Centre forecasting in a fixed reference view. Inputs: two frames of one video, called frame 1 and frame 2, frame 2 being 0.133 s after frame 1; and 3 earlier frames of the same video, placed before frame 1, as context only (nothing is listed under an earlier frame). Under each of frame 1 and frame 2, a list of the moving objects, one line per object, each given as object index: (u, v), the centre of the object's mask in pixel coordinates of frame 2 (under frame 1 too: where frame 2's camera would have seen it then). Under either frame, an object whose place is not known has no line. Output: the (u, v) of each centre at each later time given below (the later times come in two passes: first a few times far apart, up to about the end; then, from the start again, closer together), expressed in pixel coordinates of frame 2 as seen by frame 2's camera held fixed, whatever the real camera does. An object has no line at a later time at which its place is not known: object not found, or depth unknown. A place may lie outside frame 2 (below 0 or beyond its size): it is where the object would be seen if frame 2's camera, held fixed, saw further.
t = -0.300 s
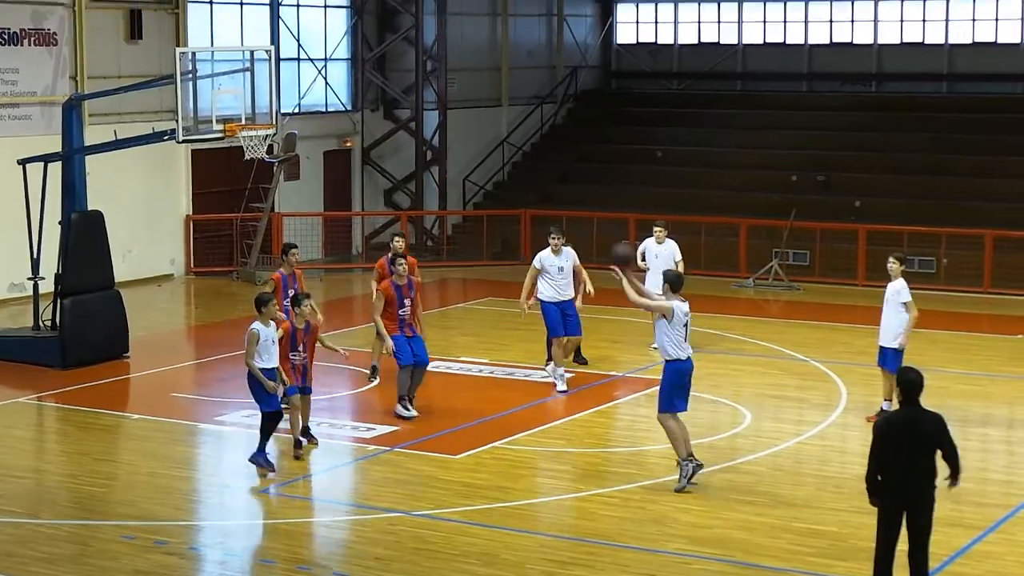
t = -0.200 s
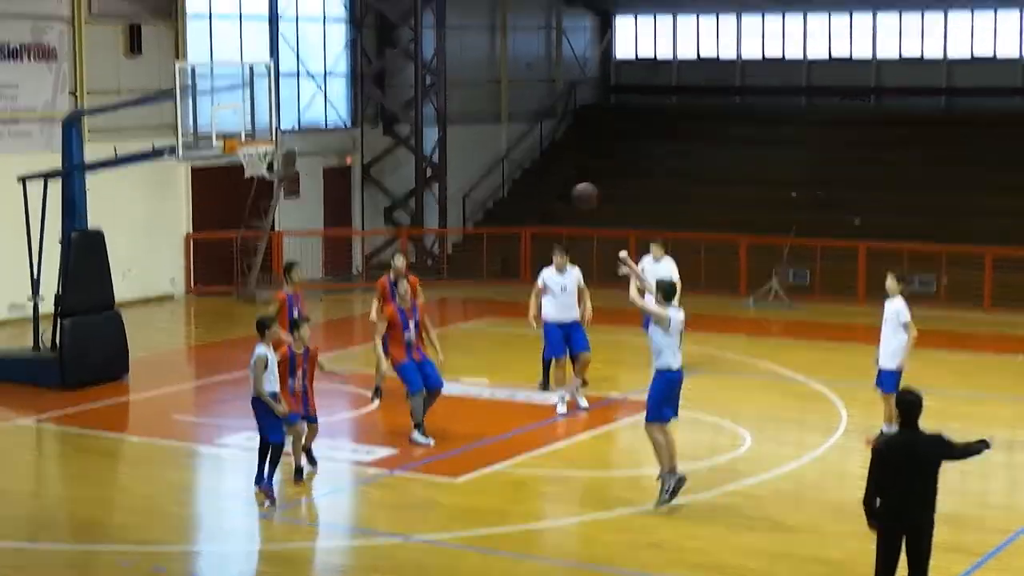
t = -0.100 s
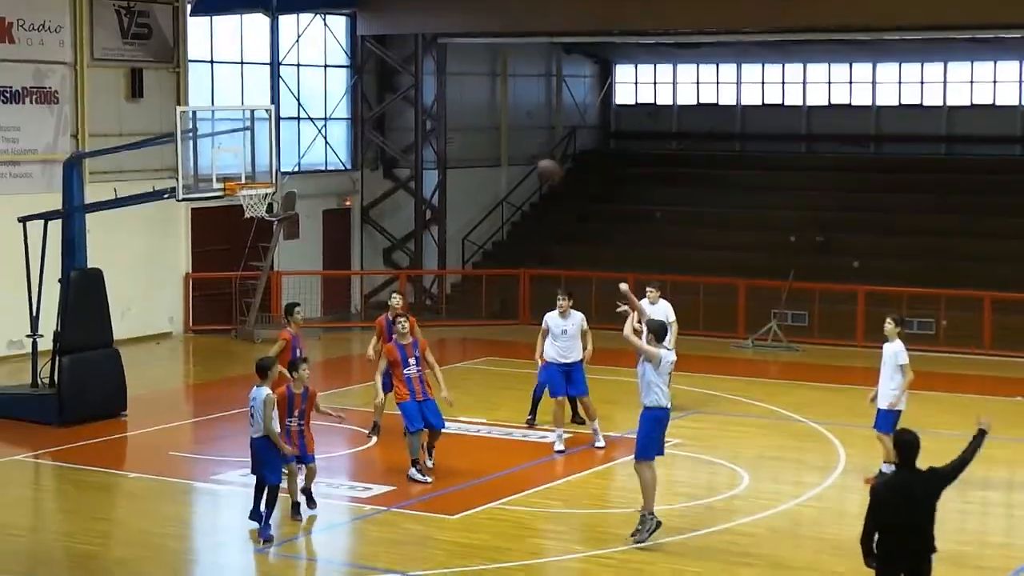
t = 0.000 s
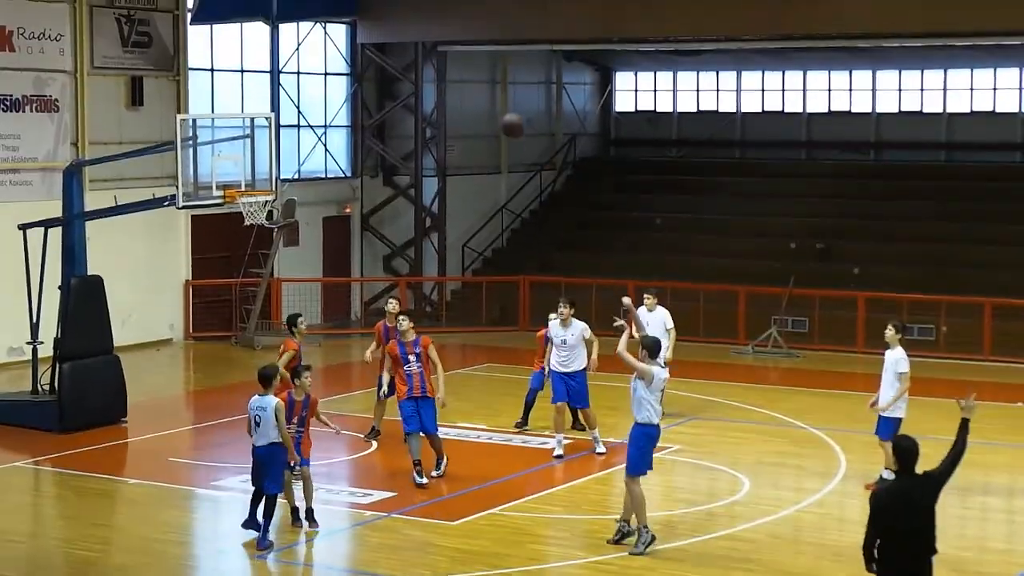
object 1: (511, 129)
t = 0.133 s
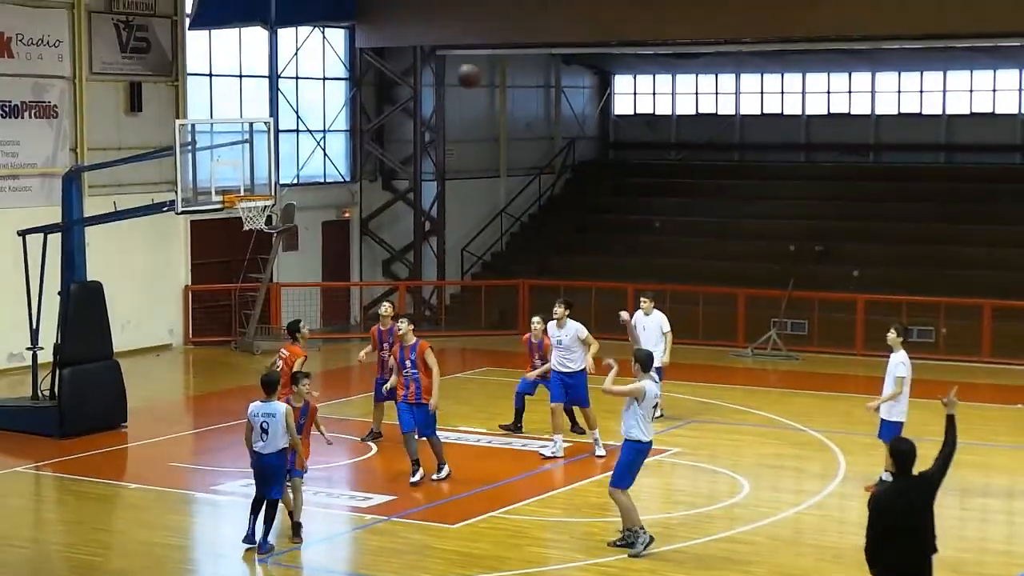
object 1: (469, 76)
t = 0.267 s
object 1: (428, 40)
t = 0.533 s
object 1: (355, 27)
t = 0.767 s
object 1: (298, 65)
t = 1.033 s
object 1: (240, 158)
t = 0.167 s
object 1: (459, 66)
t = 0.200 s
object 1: (448, 57)
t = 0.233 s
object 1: (438, 47)
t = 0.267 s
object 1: (428, 40)
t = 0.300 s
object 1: (419, 36)
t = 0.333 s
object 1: (409, 32)
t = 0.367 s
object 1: (399, 29)
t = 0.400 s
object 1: (390, 26)
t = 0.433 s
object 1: (381, 25)
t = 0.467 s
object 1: (372, 24)
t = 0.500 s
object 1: (363, 25)
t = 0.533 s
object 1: (355, 27)
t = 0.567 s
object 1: (347, 29)
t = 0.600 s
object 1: (339, 33)
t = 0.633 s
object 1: (330, 37)
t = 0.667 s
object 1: (322, 43)
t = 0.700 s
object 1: (314, 49)
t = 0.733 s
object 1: (305, 57)
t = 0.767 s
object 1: (298, 65)
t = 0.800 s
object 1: (290, 74)
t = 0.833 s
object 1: (282, 84)
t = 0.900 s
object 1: (268, 105)
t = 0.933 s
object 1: (261, 118)
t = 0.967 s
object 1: (254, 130)
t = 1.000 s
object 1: (246, 143)
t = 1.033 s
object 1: (240, 158)
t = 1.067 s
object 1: (243, 170)
